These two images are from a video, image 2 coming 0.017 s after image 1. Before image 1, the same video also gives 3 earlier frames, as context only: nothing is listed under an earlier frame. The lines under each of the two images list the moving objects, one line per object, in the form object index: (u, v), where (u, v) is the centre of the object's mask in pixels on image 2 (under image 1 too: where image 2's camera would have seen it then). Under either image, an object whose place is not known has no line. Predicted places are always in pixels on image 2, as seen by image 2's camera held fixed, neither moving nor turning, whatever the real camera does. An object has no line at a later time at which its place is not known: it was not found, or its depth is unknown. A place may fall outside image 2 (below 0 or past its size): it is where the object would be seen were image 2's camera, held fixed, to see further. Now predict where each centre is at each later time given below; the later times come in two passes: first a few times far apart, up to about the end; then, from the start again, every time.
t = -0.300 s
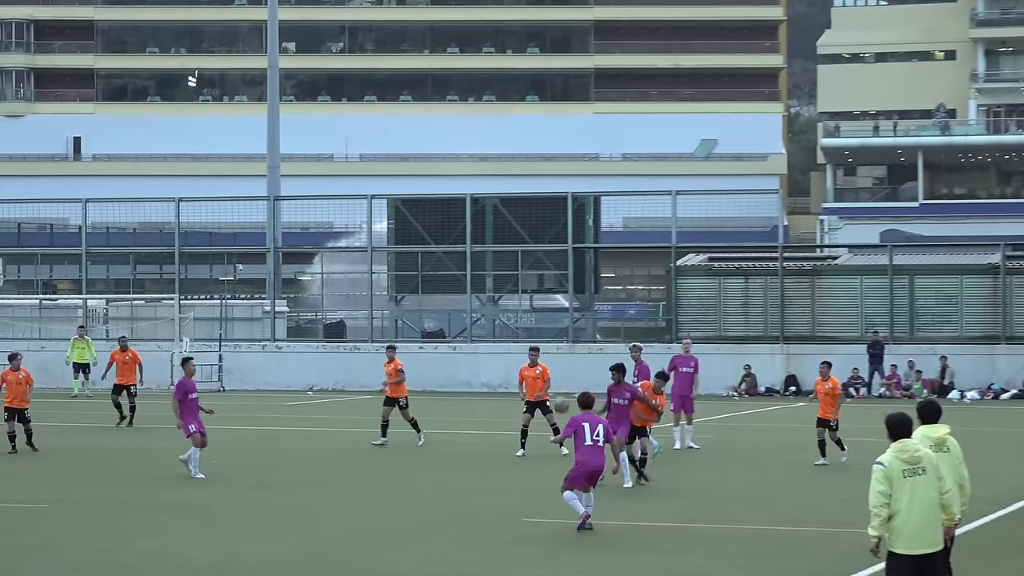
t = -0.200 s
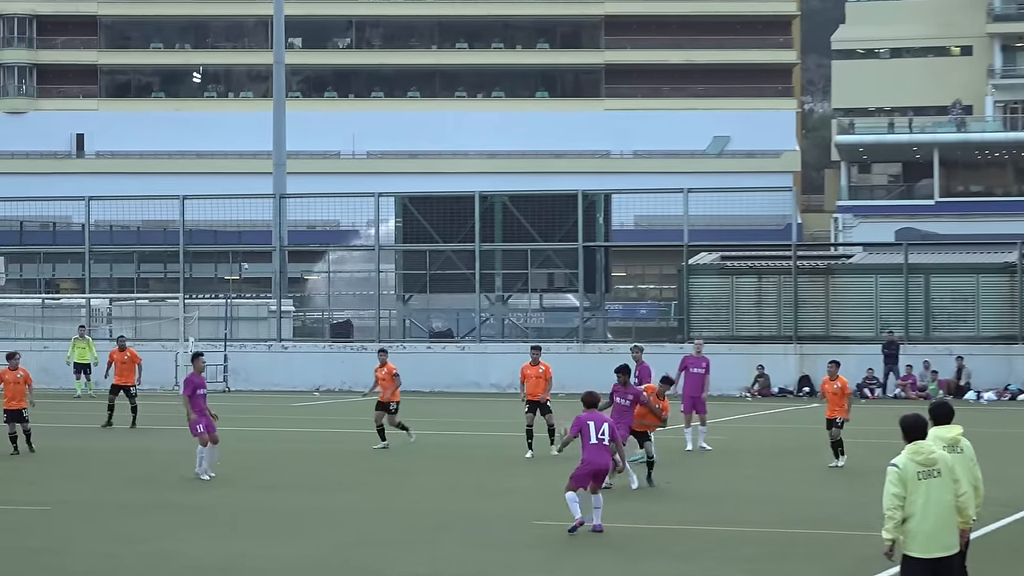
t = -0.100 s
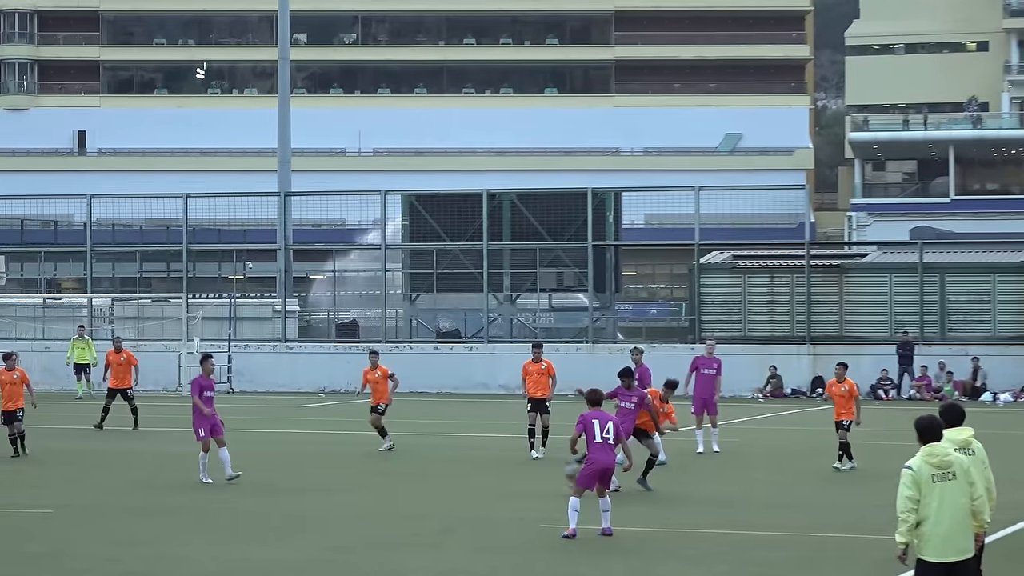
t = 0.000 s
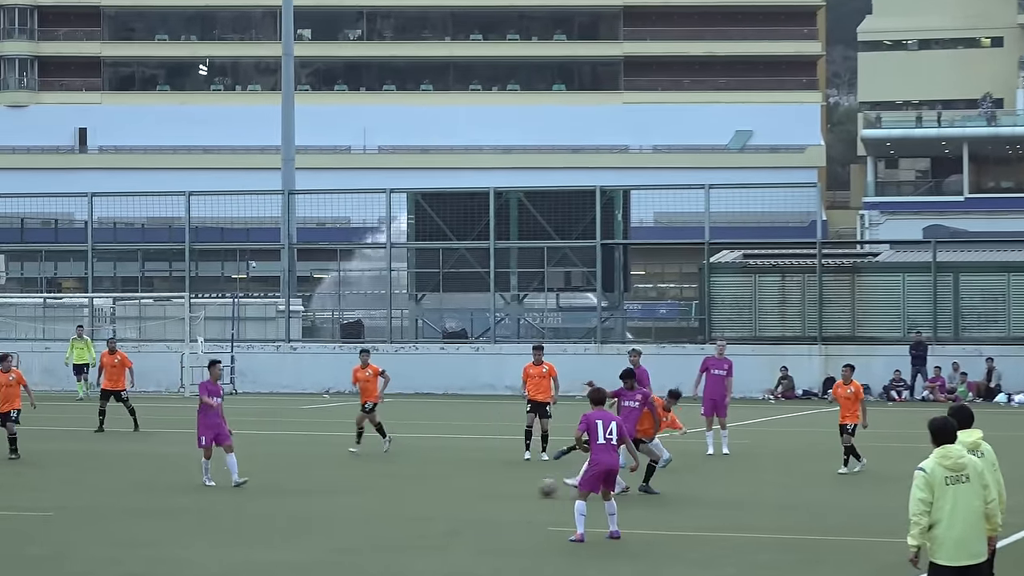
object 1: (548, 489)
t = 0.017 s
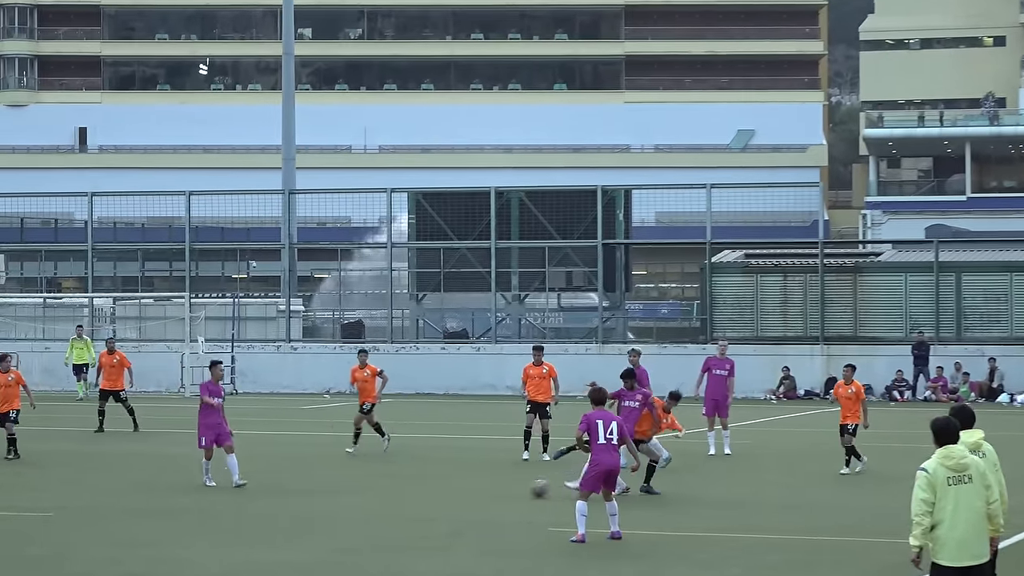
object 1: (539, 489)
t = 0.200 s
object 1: (444, 489)
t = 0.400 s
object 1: (357, 492)
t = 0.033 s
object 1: (530, 489)
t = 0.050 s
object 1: (520, 489)
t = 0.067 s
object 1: (512, 488)
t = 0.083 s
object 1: (503, 489)
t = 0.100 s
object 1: (494, 488)
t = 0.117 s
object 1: (485, 488)
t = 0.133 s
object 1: (476, 488)
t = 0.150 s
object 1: (468, 488)
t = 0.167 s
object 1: (461, 488)
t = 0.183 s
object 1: (453, 489)
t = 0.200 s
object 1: (444, 489)
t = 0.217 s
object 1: (436, 489)
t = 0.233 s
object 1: (429, 489)
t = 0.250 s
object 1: (421, 489)
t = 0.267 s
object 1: (413, 489)
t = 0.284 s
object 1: (406, 489)
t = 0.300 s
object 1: (399, 490)
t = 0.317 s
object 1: (392, 490)
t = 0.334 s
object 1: (384, 490)
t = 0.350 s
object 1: (378, 490)
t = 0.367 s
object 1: (371, 491)
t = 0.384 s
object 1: (364, 491)
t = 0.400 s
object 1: (357, 492)
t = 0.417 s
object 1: (351, 492)
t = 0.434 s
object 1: (345, 492)
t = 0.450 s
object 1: (339, 492)
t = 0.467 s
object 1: (333, 493)
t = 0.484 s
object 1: (327, 494)
